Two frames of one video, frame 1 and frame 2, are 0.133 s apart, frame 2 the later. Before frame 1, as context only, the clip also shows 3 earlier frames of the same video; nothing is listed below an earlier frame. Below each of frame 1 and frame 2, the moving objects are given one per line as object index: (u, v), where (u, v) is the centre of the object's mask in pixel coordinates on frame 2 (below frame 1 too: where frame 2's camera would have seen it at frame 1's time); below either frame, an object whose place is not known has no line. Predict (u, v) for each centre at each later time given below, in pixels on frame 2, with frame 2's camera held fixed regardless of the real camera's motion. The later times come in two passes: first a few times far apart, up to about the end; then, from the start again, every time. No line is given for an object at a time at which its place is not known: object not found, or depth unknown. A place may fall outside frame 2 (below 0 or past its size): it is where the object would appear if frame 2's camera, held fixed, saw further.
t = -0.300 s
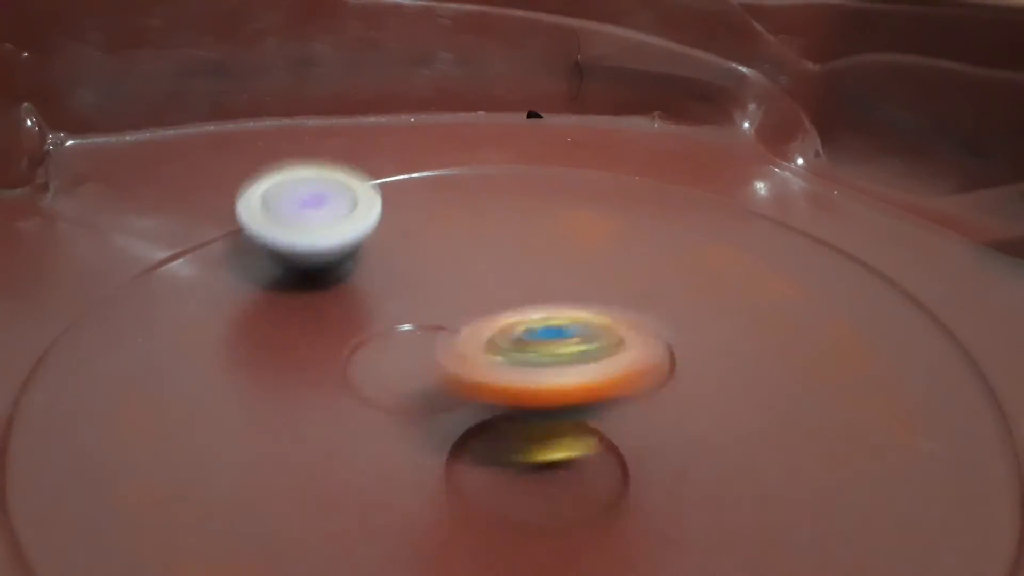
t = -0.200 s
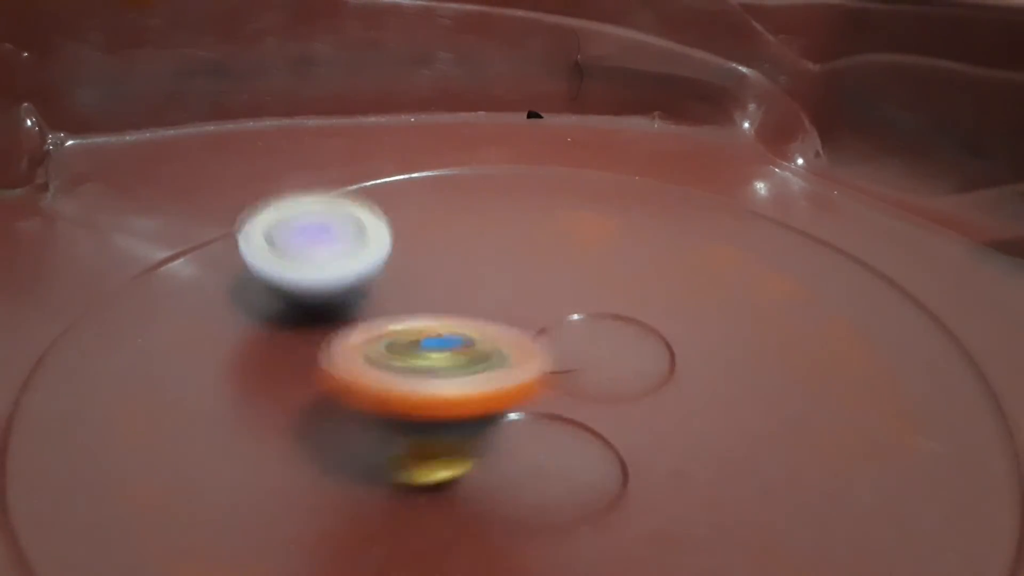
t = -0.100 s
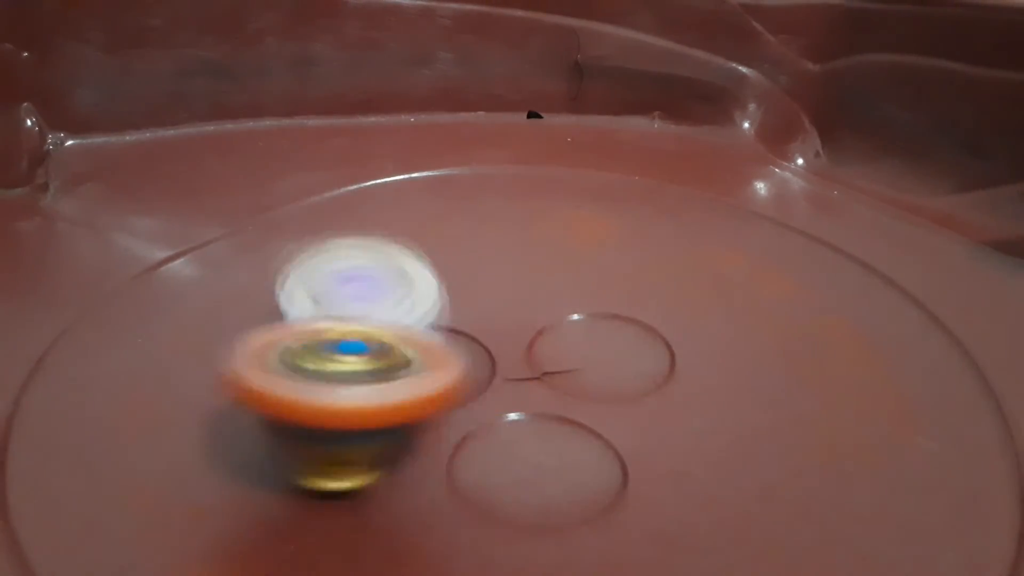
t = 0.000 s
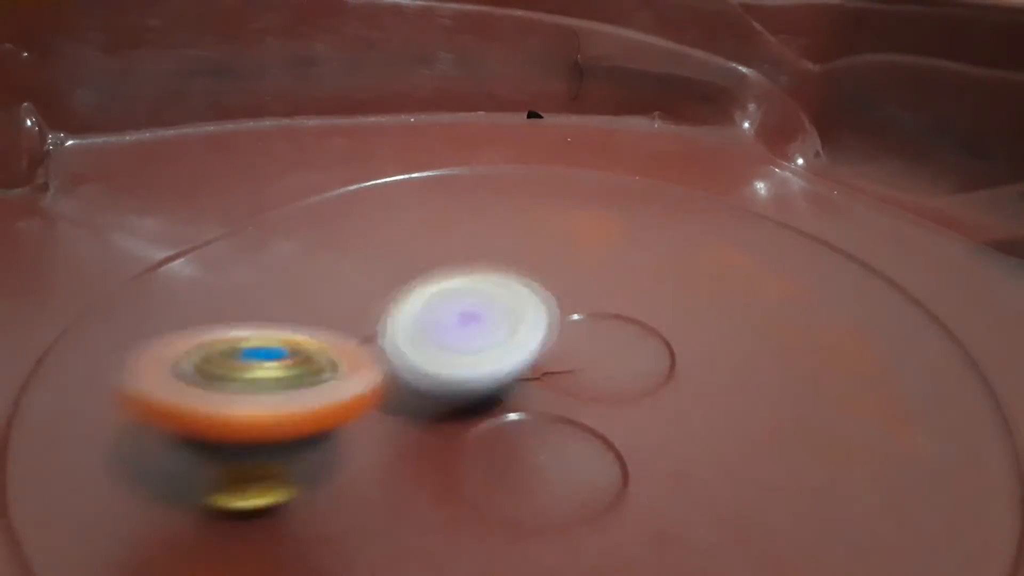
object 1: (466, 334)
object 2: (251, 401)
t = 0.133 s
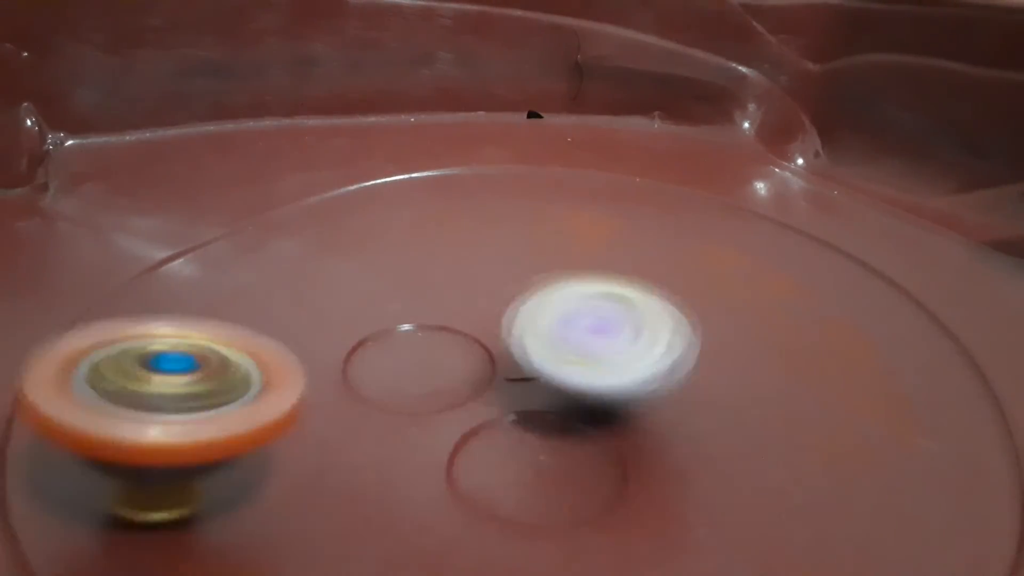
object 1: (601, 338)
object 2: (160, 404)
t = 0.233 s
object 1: (707, 363)
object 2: (166, 398)
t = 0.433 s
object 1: (856, 345)
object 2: (348, 356)
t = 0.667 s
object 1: (832, 337)
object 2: (494, 252)
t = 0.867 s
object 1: (693, 350)
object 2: (560, 207)
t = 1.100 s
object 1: (492, 411)
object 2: (597, 258)
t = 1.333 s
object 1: (530, 436)
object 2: (664, 308)
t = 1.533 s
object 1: (472, 382)
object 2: (673, 352)
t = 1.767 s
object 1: (522, 385)
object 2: (703, 367)
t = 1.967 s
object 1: (560, 315)
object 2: (767, 375)
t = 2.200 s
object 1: (630, 260)
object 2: (674, 367)
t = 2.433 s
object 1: (633, 316)
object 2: (409, 416)
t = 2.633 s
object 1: (693, 366)
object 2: (170, 421)
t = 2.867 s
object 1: (736, 481)
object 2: (183, 317)
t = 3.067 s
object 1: (689, 516)
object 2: (421, 297)
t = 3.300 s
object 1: (567, 482)
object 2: (701, 292)
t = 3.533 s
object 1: (498, 366)
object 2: (840, 371)
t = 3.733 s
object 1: (454, 282)
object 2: (725, 465)
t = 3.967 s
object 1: (416, 221)
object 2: (495, 381)
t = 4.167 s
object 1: (403, 184)
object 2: (464, 277)
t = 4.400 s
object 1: (417, 194)
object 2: (501, 333)
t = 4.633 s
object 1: (441, 281)
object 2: (441, 430)
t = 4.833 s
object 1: (470, 304)
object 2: (406, 416)
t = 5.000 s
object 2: (369, 418)
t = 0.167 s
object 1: (638, 350)
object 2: (151, 403)
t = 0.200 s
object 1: (671, 357)
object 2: (152, 402)
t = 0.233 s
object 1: (707, 363)
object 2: (166, 398)
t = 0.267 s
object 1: (739, 363)
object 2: (184, 394)
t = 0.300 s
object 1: (768, 359)
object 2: (212, 388)
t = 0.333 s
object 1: (795, 357)
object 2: (244, 380)
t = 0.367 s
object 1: (821, 353)
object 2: (280, 371)
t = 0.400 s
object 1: (840, 349)
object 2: (314, 363)
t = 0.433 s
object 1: (856, 345)
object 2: (348, 356)
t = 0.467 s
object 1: (867, 342)
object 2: (383, 344)
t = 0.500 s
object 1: (873, 340)
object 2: (409, 334)
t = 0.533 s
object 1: (873, 338)
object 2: (439, 323)
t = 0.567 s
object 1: (869, 336)
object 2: (469, 306)
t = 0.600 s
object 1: (860, 336)
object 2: (483, 284)
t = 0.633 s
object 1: (849, 336)
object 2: (487, 267)
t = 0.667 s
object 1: (832, 337)
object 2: (494, 252)
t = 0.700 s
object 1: (816, 338)
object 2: (507, 242)
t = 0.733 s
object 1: (796, 339)
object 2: (523, 232)
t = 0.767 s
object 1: (776, 340)
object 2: (533, 223)
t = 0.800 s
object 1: (748, 342)
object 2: (543, 216)
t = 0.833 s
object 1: (722, 345)
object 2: (552, 210)
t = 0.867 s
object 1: (693, 350)
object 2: (560, 207)
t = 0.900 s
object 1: (667, 356)
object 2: (567, 205)
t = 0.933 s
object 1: (637, 365)
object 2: (573, 207)
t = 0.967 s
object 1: (613, 372)
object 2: (578, 212)
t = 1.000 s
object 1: (579, 387)
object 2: (583, 218)
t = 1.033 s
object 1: (546, 395)
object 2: (588, 229)
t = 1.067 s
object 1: (512, 406)
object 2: (594, 241)
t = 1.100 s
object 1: (492, 411)
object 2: (597, 258)
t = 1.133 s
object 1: (477, 419)
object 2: (596, 279)
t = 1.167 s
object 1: (483, 423)
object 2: (598, 301)
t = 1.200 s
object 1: (498, 429)
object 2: (605, 314)
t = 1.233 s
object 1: (515, 431)
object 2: (617, 319)
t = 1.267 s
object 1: (517, 435)
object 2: (639, 315)
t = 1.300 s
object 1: (521, 437)
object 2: (656, 308)
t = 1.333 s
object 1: (530, 436)
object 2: (664, 308)
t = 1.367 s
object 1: (533, 432)
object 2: (670, 311)
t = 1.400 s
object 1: (529, 421)
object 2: (669, 318)
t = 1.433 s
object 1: (517, 410)
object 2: (666, 327)
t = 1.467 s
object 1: (499, 399)
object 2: (665, 334)
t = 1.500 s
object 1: (479, 390)
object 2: (667, 343)
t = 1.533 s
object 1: (472, 382)
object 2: (673, 352)
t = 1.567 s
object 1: (473, 383)
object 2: (684, 357)
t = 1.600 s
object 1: (475, 386)
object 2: (694, 363)
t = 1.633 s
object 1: (481, 397)
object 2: (700, 366)
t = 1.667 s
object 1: (496, 402)
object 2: (704, 367)
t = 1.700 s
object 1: (508, 404)
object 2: (707, 368)
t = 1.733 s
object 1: (516, 399)
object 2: (704, 369)
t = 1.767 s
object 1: (522, 385)
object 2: (703, 367)
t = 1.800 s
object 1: (524, 366)
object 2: (716, 369)
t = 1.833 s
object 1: (526, 354)
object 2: (725, 372)
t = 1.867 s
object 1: (528, 346)
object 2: (744, 373)
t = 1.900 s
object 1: (533, 336)
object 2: (756, 373)
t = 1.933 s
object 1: (545, 324)
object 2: (767, 376)
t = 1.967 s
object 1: (560, 315)
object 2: (767, 375)
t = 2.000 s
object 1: (577, 315)
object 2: (770, 377)
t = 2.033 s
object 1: (596, 310)
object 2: (763, 376)
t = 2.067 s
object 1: (611, 300)
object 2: (752, 374)
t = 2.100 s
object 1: (627, 289)
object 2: (739, 375)
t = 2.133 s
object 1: (639, 276)
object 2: (720, 372)
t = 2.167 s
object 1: (642, 264)
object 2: (696, 369)
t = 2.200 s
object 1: (630, 260)
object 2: (674, 367)
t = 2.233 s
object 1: (614, 257)
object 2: (650, 363)
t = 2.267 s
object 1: (597, 256)
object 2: (627, 360)
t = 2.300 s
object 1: (578, 257)
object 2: (601, 354)
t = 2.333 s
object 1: (564, 265)
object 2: (562, 362)
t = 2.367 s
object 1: (581, 285)
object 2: (505, 392)
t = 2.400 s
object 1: (608, 304)
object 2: (461, 408)
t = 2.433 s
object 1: (633, 316)
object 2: (409, 416)
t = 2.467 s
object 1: (650, 320)
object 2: (365, 428)
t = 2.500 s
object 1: (656, 323)
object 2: (317, 438)
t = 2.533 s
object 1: (662, 328)
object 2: (273, 443)
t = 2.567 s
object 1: (672, 336)
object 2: (233, 437)
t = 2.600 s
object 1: (683, 350)
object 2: (193, 437)
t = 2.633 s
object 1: (693, 366)
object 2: (170, 421)
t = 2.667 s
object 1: (702, 382)
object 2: (149, 404)
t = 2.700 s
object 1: (710, 399)
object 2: (136, 386)
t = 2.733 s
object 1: (718, 416)
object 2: (128, 371)
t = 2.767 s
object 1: (725, 432)
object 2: (130, 358)
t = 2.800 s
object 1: (730, 450)
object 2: (141, 345)
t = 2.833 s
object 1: (733, 466)
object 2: (157, 329)
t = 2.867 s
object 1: (736, 481)
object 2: (183, 317)
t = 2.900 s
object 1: (736, 490)
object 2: (213, 308)
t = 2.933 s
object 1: (733, 499)
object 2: (244, 305)
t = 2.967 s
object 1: (725, 506)
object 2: (282, 300)
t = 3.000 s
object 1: (717, 511)
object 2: (327, 299)
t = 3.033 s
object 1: (705, 513)
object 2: (366, 290)
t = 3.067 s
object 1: (689, 516)
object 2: (421, 297)
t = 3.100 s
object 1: (671, 517)
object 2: (459, 290)
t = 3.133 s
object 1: (655, 515)
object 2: (498, 284)
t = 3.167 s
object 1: (638, 512)
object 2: (535, 282)
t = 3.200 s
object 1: (619, 507)
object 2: (583, 294)
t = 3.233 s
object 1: (601, 500)
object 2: (624, 297)
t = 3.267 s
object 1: (586, 493)
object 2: (666, 292)
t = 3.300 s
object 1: (567, 482)
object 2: (701, 292)
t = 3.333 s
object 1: (553, 466)
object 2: (729, 296)
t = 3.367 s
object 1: (542, 450)
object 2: (762, 299)
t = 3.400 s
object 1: (531, 438)
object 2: (785, 309)
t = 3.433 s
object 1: (526, 421)
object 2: (803, 322)
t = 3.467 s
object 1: (519, 404)
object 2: (825, 334)
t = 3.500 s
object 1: (506, 383)
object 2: (834, 354)
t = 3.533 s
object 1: (498, 366)
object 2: (840, 371)
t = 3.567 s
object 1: (493, 356)
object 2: (839, 391)
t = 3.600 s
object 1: (486, 345)
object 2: (832, 409)
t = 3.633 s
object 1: (479, 334)
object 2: (816, 429)
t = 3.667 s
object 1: (475, 319)
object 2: (795, 445)
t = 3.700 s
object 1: (463, 301)
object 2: (760, 464)
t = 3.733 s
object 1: (454, 282)
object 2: (725, 465)
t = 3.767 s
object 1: (441, 270)
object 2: (687, 467)
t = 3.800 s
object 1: (427, 262)
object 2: (641, 463)
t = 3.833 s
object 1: (423, 253)
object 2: (594, 454)
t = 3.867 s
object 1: (420, 243)
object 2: (555, 443)
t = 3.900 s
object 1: (419, 235)
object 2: (522, 428)
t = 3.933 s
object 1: (418, 227)
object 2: (501, 409)
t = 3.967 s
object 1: (416, 221)
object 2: (495, 381)
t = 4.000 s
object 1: (417, 216)
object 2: (495, 355)
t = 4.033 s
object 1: (414, 211)
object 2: (499, 332)
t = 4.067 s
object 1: (410, 207)
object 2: (493, 301)
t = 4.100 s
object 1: (402, 204)
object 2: (482, 285)
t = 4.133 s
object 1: (404, 191)
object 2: (471, 283)
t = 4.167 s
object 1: (403, 184)
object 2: (464, 277)
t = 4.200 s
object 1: (404, 182)
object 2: (466, 268)
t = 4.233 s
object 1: (409, 180)
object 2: (470, 278)
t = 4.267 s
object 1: (412, 181)
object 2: (480, 287)
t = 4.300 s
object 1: (412, 182)
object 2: (495, 298)
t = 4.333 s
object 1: (413, 185)
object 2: (501, 308)
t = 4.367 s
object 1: (415, 187)
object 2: (503, 320)
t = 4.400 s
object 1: (417, 194)
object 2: (501, 333)
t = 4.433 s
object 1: (419, 203)
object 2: (497, 347)
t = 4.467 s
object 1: (421, 214)
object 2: (484, 362)
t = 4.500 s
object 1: (425, 225)
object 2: (468, 383)
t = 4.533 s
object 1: (427, 239)
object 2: (450, 406)
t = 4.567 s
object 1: (432, 252)
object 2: (443, 425)
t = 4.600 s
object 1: (437, 268)
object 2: (446, 434)
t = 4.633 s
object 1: (441, 281)
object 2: (441, 430)
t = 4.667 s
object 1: (438, 297)
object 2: (442, 423)
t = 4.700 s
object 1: (443, 302)
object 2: (446, 421)
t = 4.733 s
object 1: (454, 310)
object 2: (454, 423)
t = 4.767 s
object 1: (467, 307)
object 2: (442, 419)
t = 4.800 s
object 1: (472, 306)
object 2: (426, 417)
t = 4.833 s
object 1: (470, 304)
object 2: (406, 416)
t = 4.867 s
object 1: (464, 305)
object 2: (389, 415)
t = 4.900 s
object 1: (456, 306)
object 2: (377, 417)
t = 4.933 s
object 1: (445, 308)
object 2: (369, 418)
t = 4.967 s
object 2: (366, 418)
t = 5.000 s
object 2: (369, 418)
